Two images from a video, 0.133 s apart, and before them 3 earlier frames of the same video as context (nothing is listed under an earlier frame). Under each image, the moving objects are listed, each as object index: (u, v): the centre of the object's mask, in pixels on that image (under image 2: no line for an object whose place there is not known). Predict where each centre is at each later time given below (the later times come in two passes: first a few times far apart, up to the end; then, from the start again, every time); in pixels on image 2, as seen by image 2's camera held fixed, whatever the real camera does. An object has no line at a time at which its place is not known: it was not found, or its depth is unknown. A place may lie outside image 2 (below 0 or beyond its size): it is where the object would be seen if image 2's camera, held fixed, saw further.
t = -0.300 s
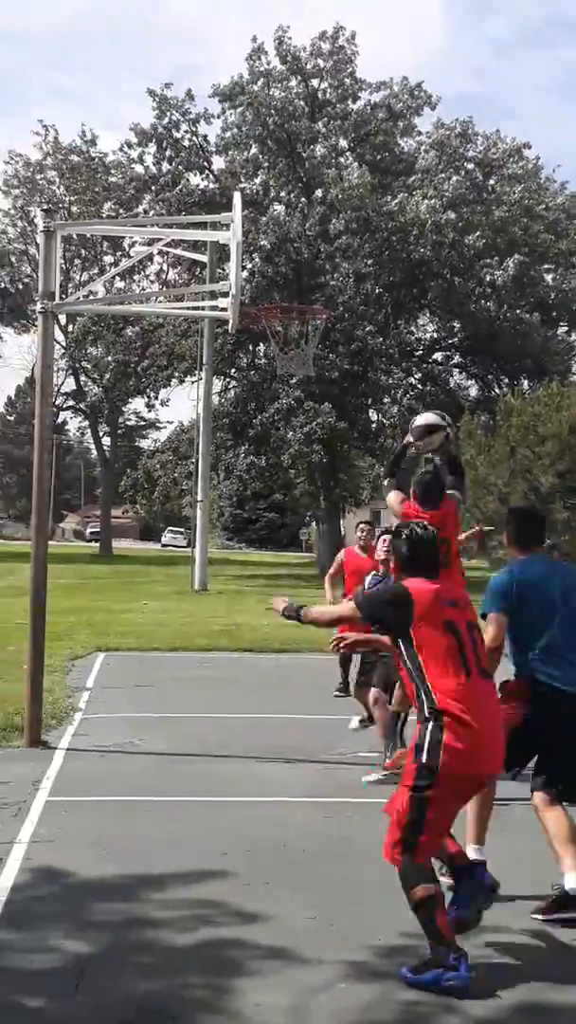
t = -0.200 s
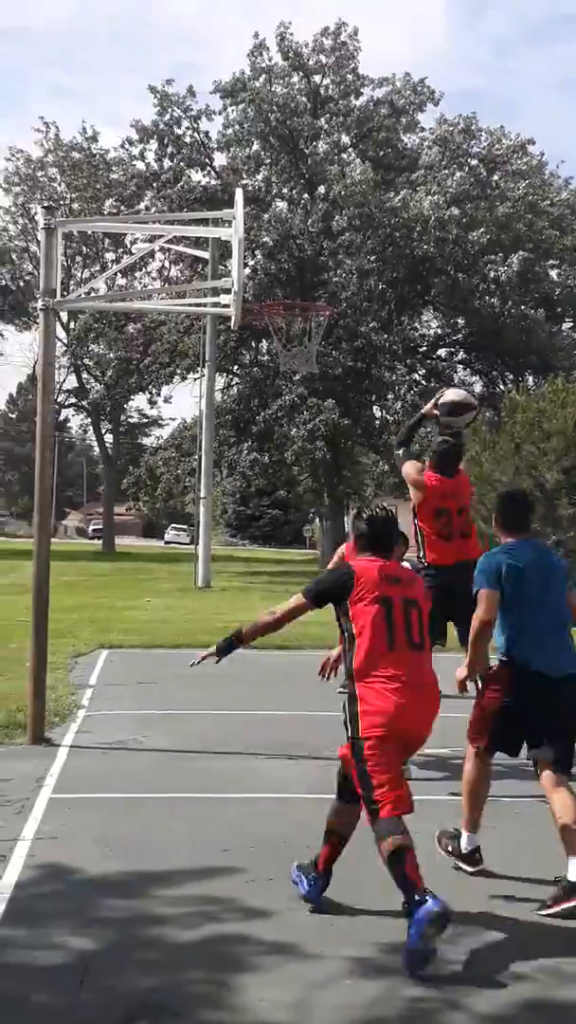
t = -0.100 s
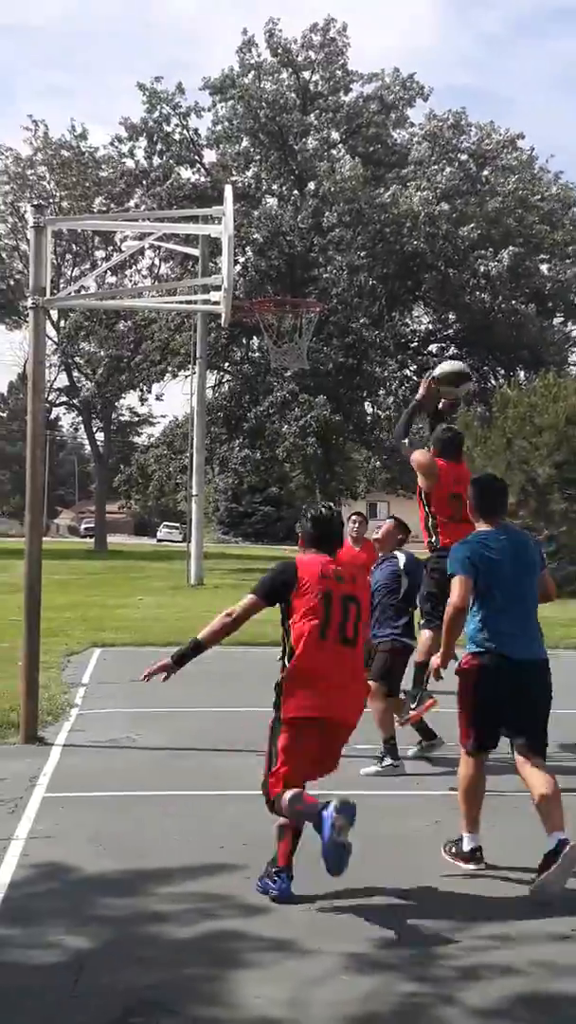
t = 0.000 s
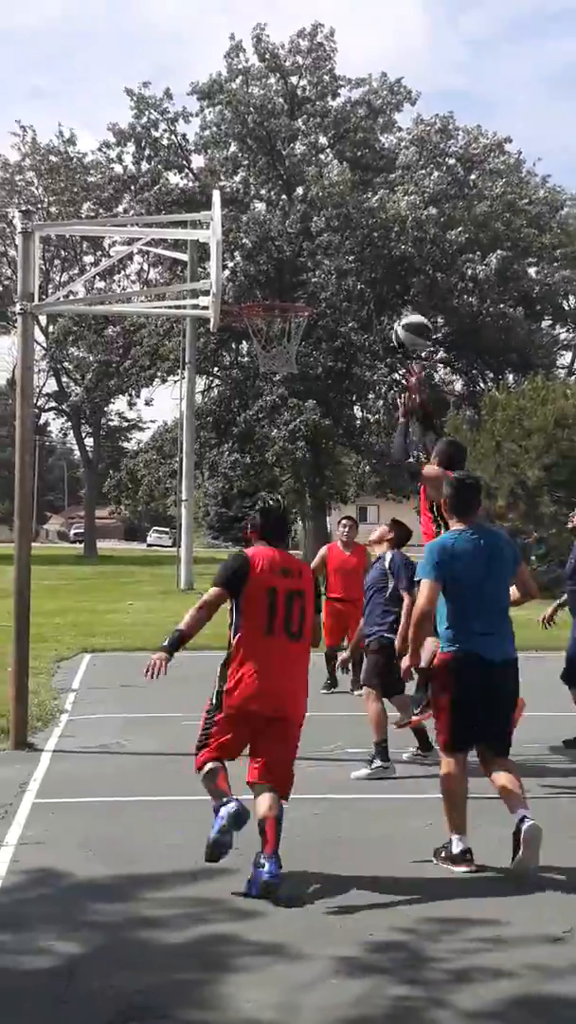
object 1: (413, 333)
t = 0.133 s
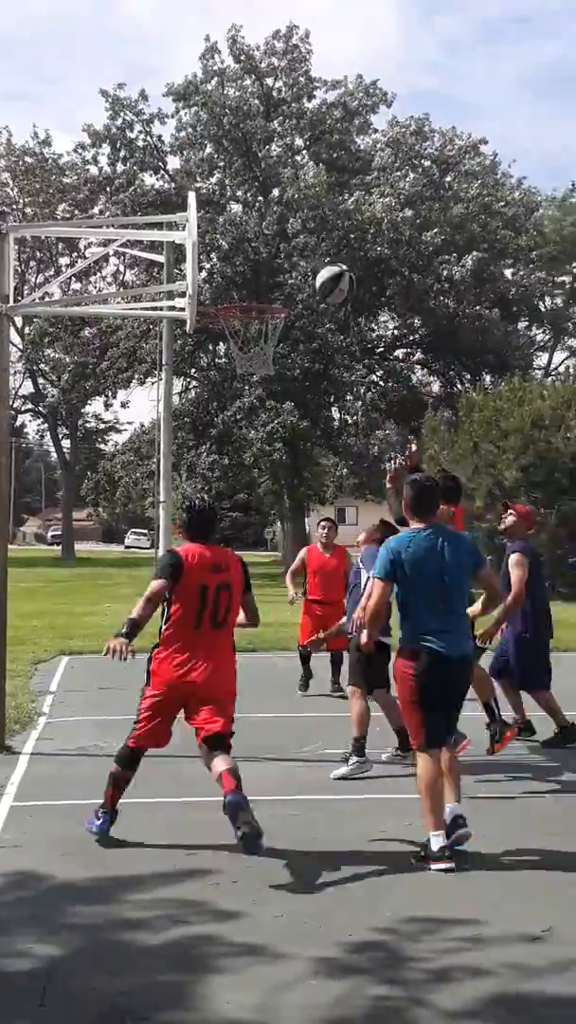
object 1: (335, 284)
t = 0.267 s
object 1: (284, 261)
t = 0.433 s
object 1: (224, 272)
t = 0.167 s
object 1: (320, 274)
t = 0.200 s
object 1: (308, 269)
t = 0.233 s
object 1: (296, 264)
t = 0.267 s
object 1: (284, 261)
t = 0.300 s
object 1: (272, 259)
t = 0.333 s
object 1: (261, 261)
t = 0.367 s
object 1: (251, 262)
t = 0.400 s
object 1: (236, 266)
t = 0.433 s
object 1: (224, 272)
